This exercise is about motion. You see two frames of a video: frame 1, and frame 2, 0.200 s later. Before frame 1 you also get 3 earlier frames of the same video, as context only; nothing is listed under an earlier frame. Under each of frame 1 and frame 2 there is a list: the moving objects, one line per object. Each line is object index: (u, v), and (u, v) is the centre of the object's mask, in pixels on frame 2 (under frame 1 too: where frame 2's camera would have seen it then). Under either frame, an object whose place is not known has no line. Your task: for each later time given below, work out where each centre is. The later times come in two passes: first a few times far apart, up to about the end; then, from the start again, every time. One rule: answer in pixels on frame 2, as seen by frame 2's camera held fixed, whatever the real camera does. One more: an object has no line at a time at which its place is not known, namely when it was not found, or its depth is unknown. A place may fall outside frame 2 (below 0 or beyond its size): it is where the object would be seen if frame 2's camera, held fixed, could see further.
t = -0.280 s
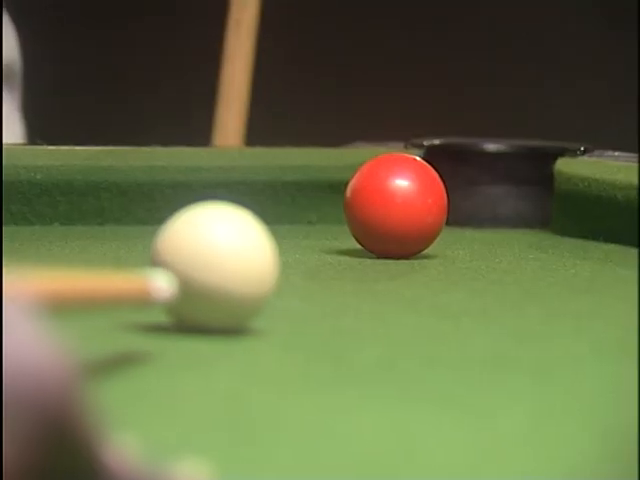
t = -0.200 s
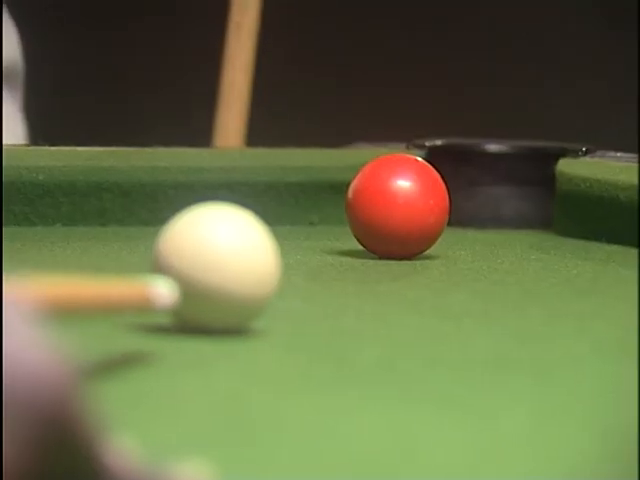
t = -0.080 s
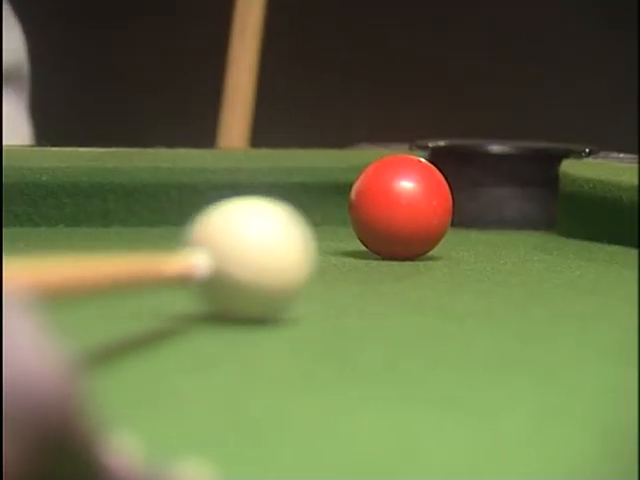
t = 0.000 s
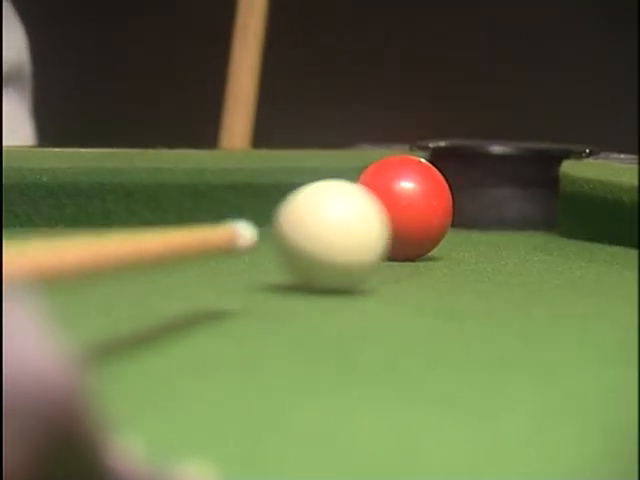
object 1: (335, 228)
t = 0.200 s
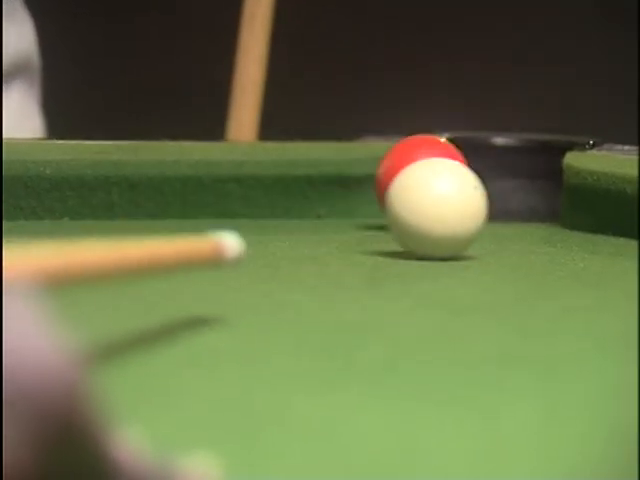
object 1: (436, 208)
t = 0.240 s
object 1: (450, 207)
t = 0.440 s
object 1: (512, 202)
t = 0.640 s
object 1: (565, 198)
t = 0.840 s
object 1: (585, 194)
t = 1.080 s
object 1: (516, 192)
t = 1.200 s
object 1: (487, 190)
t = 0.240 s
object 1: (450, 207)
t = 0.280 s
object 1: (463, 205)
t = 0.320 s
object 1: (476, 205)
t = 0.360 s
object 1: (489, 204)
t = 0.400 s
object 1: (501, 203)
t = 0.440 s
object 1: (512, 202)
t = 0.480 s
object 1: (524, 201)
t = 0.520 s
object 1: (535, 201)
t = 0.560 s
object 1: (545, 199)
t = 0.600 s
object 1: (555, 199)
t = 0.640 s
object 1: (565, 198)
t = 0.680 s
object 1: (573, 197)
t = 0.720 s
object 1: (582, 197)
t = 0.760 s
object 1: (591, 196)
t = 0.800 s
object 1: (596, 195)
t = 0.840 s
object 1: (585, 194)
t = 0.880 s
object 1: (573, 194)
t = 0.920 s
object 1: (561, 193)
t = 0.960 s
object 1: (548, 193)
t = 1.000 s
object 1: (537, 193)
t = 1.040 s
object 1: (526, 192)
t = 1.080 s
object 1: (516, 192)
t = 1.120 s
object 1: (506, 191)
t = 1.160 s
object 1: (497, 191)
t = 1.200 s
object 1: (487, 190)
